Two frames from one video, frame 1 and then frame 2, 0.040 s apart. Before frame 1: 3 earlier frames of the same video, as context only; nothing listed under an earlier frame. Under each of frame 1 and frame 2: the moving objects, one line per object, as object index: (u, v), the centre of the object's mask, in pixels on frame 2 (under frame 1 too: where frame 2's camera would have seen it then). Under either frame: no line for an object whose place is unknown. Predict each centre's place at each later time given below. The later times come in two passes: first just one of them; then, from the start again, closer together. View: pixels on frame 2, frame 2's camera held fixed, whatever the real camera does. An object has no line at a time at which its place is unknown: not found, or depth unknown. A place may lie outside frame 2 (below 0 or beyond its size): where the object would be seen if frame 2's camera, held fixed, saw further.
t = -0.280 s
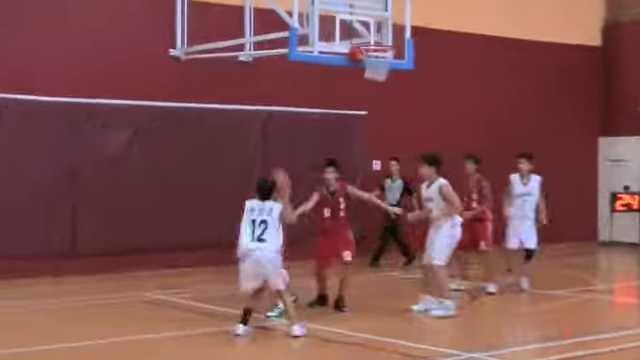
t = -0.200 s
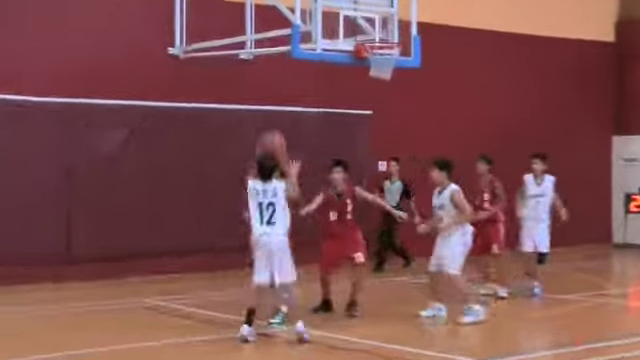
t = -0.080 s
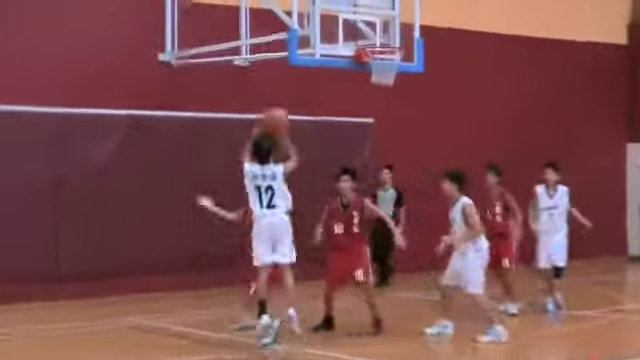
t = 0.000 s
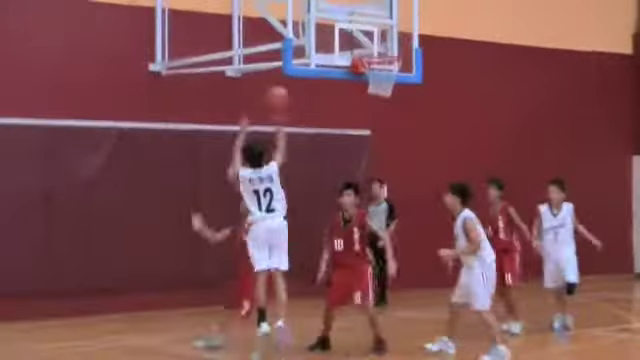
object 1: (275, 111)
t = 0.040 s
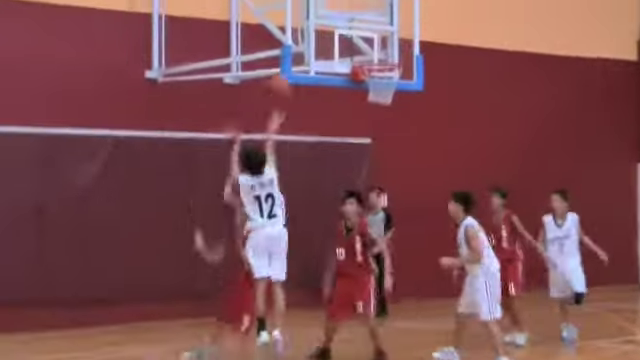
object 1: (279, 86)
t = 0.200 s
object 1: (293, 29)
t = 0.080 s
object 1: (282, 72)
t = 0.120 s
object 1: (288, 55)
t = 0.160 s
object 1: (290, 40)
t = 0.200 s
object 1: (293, 29)
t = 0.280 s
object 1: (299, 12)
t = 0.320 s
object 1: (301, 4)
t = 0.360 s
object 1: (305, 0)
